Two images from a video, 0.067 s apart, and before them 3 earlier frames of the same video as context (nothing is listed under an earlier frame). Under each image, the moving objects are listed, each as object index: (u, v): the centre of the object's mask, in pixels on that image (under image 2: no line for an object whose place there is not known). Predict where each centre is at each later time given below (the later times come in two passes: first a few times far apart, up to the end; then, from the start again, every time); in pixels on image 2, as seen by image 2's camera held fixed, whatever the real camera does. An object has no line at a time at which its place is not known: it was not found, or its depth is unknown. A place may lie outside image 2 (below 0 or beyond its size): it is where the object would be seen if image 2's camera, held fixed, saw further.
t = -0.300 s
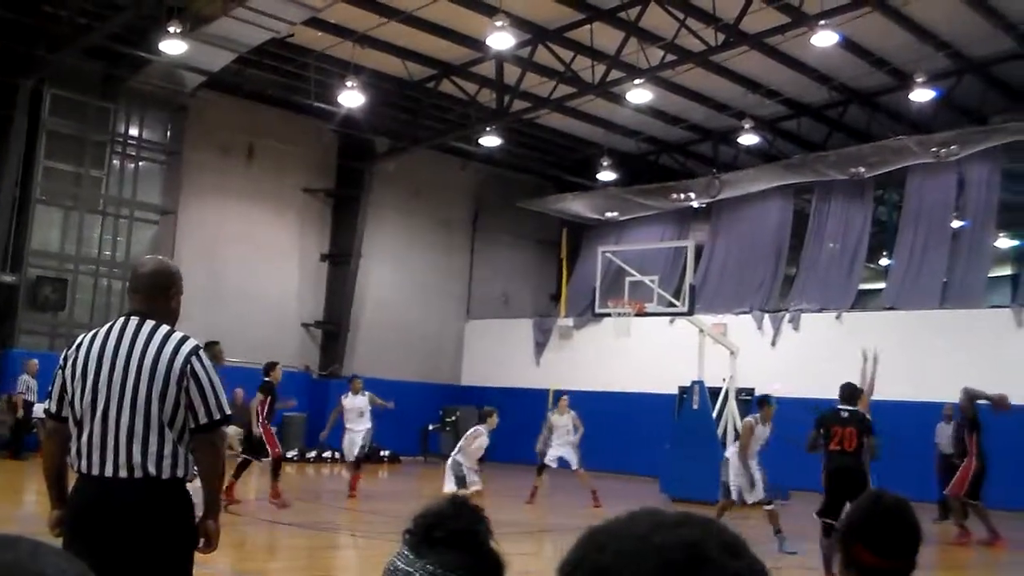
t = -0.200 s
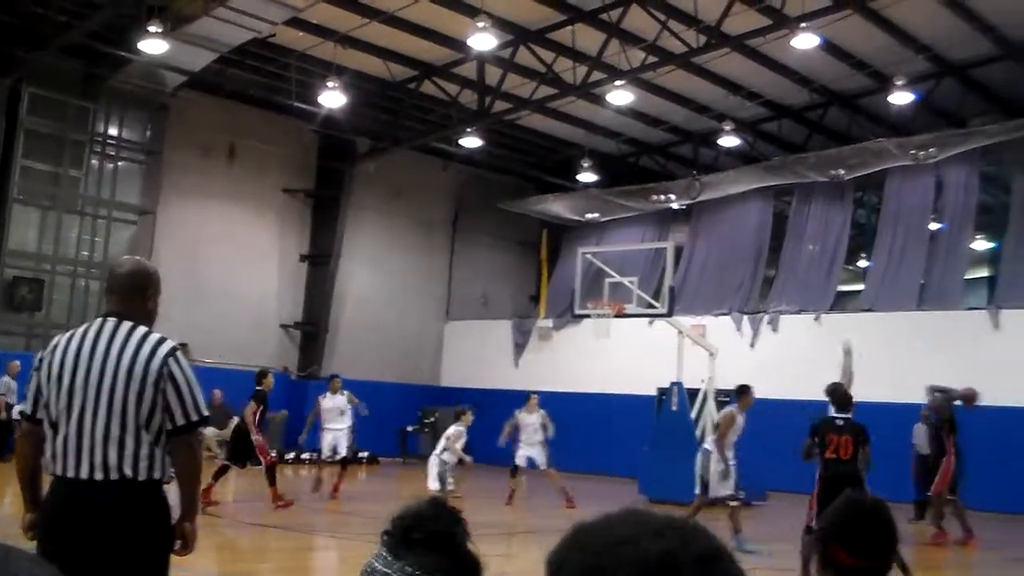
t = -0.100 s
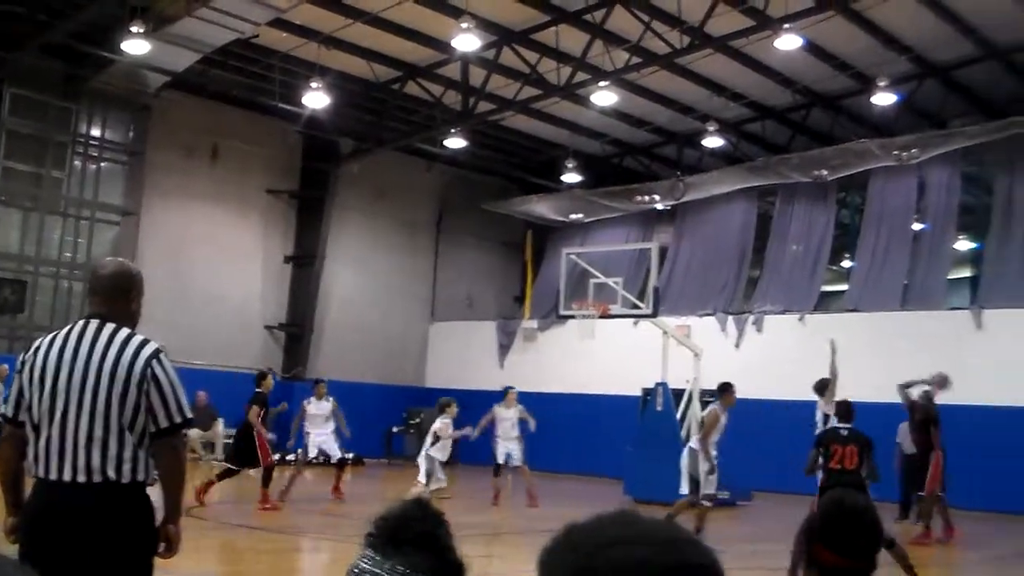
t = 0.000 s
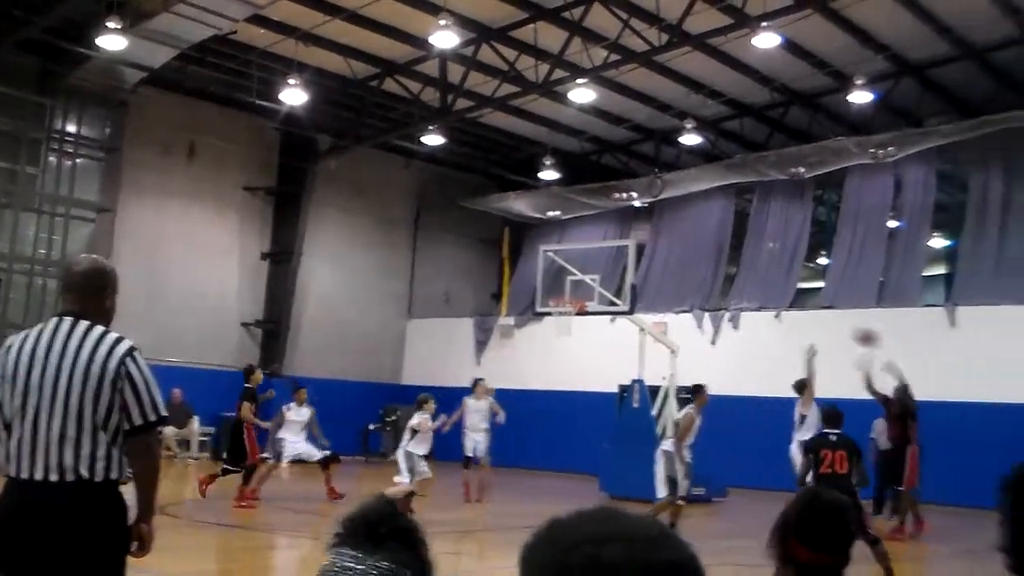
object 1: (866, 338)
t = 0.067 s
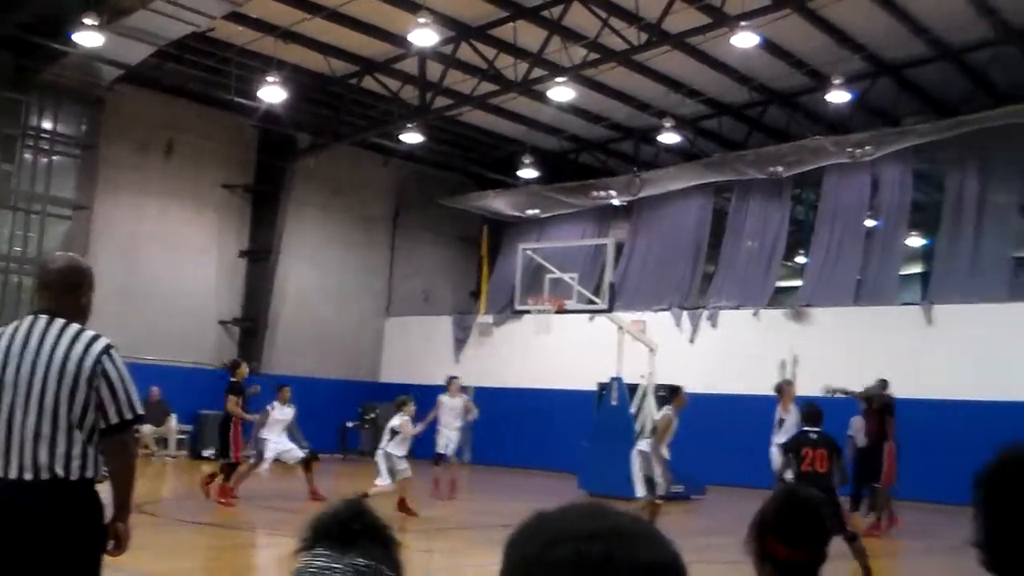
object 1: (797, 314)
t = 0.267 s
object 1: (646, 265)
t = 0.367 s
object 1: (556, 252)
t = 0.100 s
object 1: (773, 303)
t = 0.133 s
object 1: (747, 295)
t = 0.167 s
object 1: (725, 288)
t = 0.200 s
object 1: (695, 279)
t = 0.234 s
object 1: (669, 272)
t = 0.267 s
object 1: (646, 265)
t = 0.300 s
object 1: (617, 259)
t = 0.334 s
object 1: (588, 257)
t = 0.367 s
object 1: (556, 252)
